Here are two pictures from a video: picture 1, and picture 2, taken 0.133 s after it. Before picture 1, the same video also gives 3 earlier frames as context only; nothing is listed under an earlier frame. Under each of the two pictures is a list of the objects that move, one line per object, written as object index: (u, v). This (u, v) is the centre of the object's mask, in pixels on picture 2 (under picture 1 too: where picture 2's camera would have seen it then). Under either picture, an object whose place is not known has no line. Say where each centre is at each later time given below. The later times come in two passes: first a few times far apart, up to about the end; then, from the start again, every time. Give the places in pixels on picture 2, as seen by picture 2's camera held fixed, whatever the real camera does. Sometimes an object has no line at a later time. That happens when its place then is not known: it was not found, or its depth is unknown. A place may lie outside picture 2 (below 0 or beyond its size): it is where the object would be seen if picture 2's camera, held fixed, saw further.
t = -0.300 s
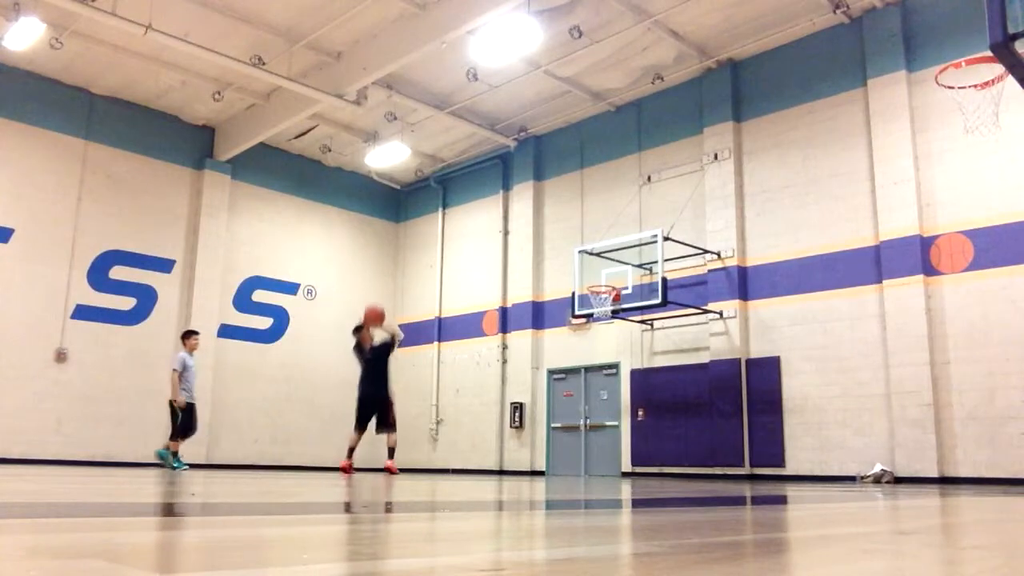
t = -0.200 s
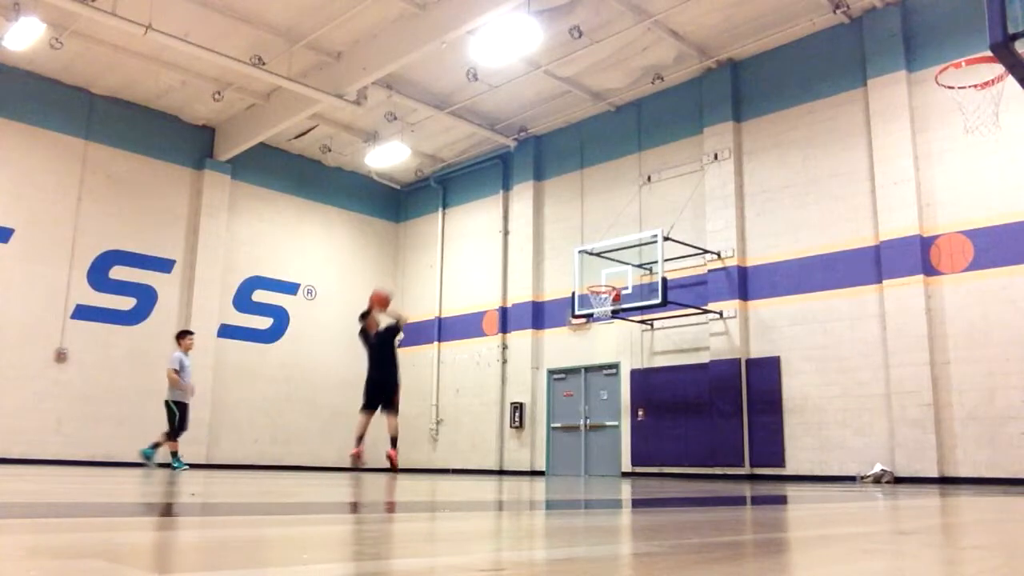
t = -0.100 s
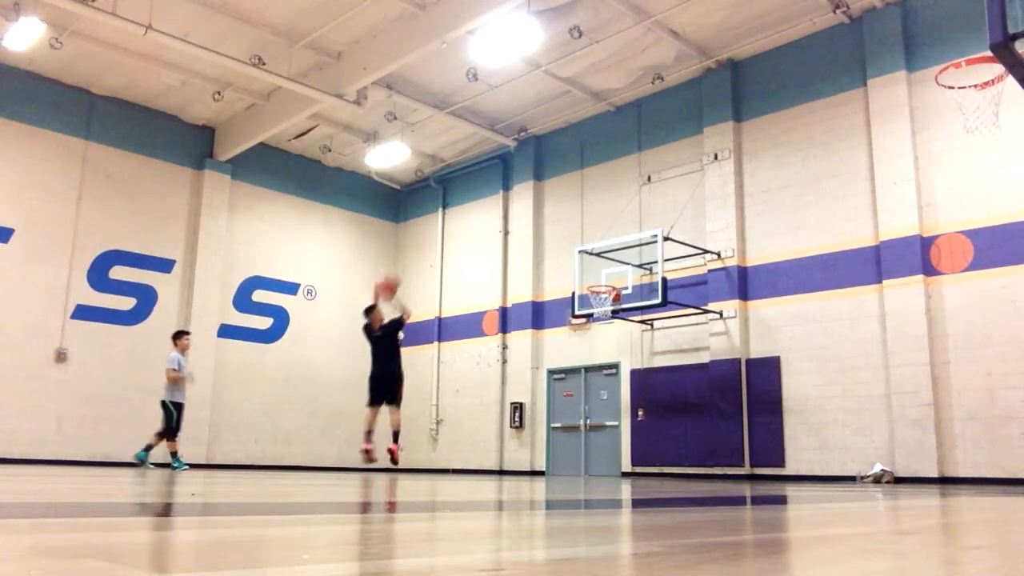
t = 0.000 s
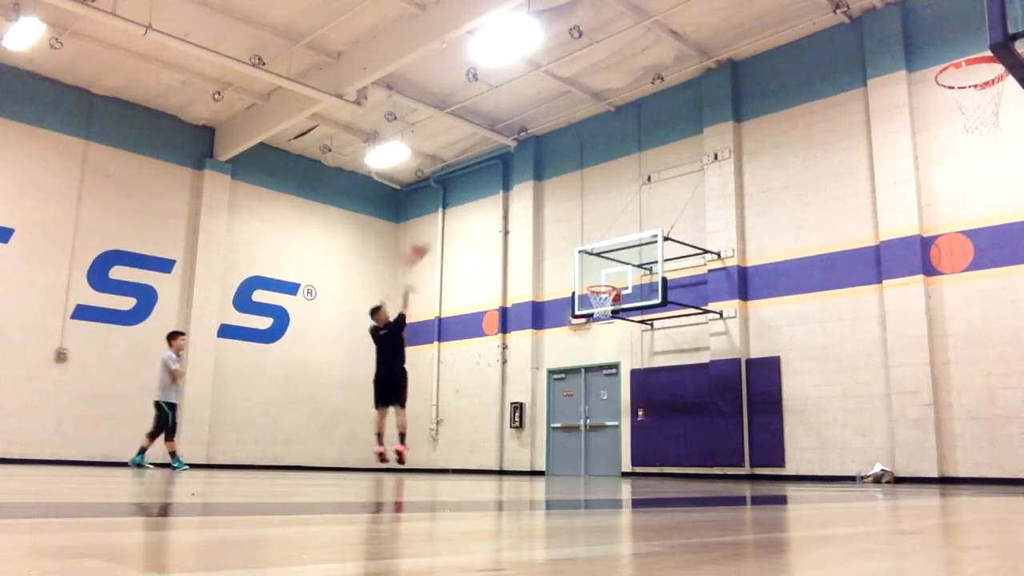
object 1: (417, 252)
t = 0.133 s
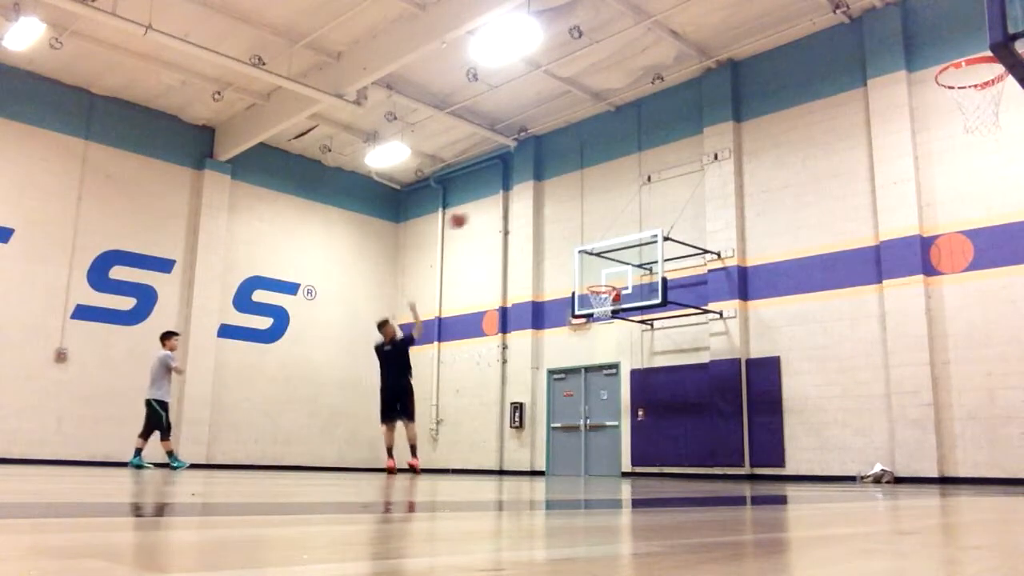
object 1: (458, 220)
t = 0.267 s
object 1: (493, 204)
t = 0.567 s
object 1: (555, 214)
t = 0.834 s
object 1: (606, 263)
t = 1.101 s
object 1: (615, 267)
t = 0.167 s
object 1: (467, 215)
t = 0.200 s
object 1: (477, 210)
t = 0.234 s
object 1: (484, 207)
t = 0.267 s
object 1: (493, 204)
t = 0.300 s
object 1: (501, 201)
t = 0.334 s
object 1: (510, 201)
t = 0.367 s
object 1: (517, 201)
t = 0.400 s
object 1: (525, 202)
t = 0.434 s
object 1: (532, 203)
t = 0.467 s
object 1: (537, 204)
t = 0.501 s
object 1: (541, 205)
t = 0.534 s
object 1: (548, 210)
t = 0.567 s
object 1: (555, 214)
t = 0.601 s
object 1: (562, 218)
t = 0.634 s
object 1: (568, 223)
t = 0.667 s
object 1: (575, 229)
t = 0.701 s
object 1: (582, 234)
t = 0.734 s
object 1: (588, 240)
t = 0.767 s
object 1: (595, 248)
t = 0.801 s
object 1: (599, 255)
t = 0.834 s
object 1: (606, 263)
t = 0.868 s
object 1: (613, 274)
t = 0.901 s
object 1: (618, 281)
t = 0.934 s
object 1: (622, 281)
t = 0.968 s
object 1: (622, 277)
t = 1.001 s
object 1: (620, 274)
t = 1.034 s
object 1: (618, 271)
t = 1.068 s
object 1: (616, 268)
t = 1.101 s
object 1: (615, 267)
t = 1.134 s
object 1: (614, 266)
